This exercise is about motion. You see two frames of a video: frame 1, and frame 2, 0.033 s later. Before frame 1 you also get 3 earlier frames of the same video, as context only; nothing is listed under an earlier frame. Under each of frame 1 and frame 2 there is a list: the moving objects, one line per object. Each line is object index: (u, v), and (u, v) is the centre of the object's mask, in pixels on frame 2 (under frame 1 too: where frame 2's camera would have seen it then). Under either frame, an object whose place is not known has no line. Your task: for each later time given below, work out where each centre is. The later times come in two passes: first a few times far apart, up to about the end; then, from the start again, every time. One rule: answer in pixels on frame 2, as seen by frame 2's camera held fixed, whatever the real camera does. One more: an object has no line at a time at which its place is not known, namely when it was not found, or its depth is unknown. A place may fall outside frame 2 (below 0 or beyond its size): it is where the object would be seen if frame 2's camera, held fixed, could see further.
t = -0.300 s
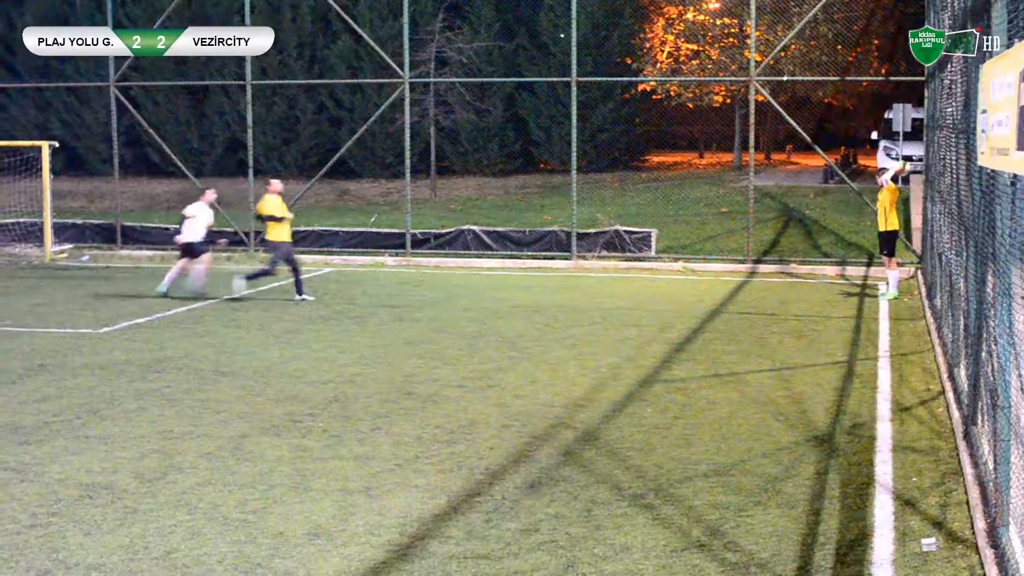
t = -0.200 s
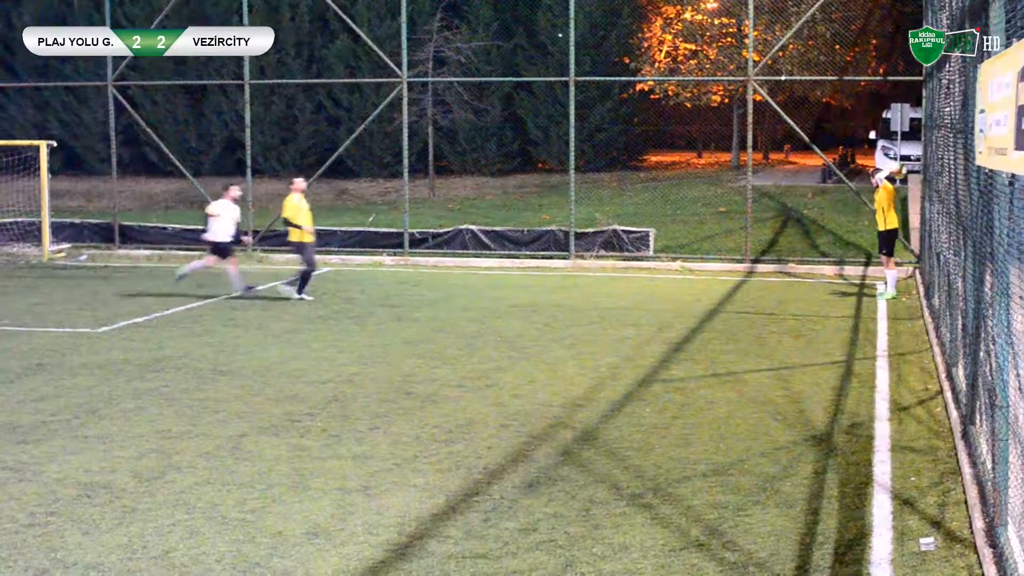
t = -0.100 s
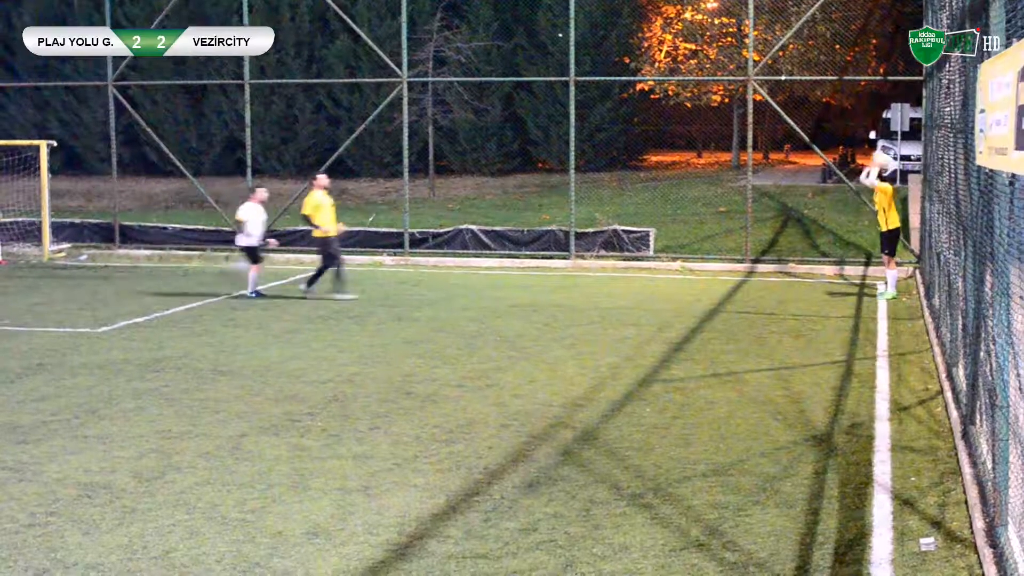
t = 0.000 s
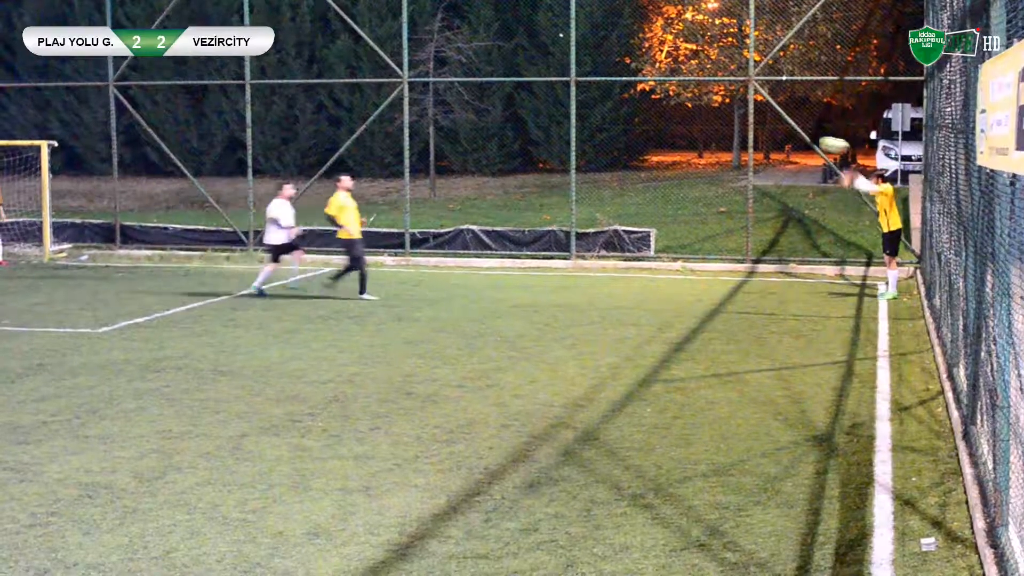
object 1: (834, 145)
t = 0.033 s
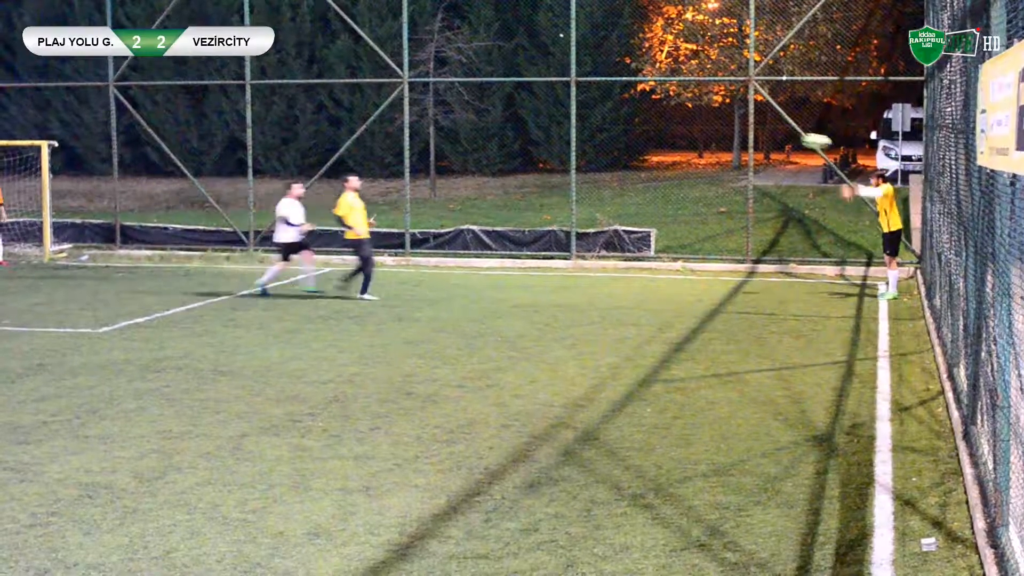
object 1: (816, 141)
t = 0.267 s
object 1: (691, 139)
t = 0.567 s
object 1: (536, 189)
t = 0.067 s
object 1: (798, 139)
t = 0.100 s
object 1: (780, 137)
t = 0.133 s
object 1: (761, 136)
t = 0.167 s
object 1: (744, 135)
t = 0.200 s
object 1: (726, 136)
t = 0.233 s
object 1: (708, 137)
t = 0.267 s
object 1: (691, 139)
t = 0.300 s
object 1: (673, 142)
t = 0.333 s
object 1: (656, 146)
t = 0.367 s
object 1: (638, 150)
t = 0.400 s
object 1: (621, 155)
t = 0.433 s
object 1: (604, 160)
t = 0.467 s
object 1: (588, 165)
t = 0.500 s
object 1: (570, 173)
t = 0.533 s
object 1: (553, 181)
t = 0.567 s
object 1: (536, 189)
